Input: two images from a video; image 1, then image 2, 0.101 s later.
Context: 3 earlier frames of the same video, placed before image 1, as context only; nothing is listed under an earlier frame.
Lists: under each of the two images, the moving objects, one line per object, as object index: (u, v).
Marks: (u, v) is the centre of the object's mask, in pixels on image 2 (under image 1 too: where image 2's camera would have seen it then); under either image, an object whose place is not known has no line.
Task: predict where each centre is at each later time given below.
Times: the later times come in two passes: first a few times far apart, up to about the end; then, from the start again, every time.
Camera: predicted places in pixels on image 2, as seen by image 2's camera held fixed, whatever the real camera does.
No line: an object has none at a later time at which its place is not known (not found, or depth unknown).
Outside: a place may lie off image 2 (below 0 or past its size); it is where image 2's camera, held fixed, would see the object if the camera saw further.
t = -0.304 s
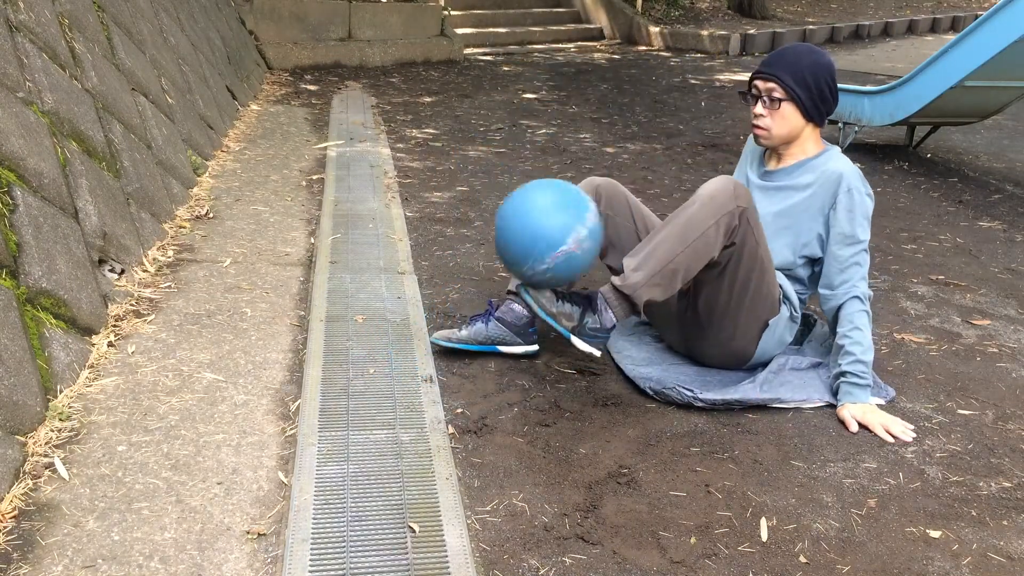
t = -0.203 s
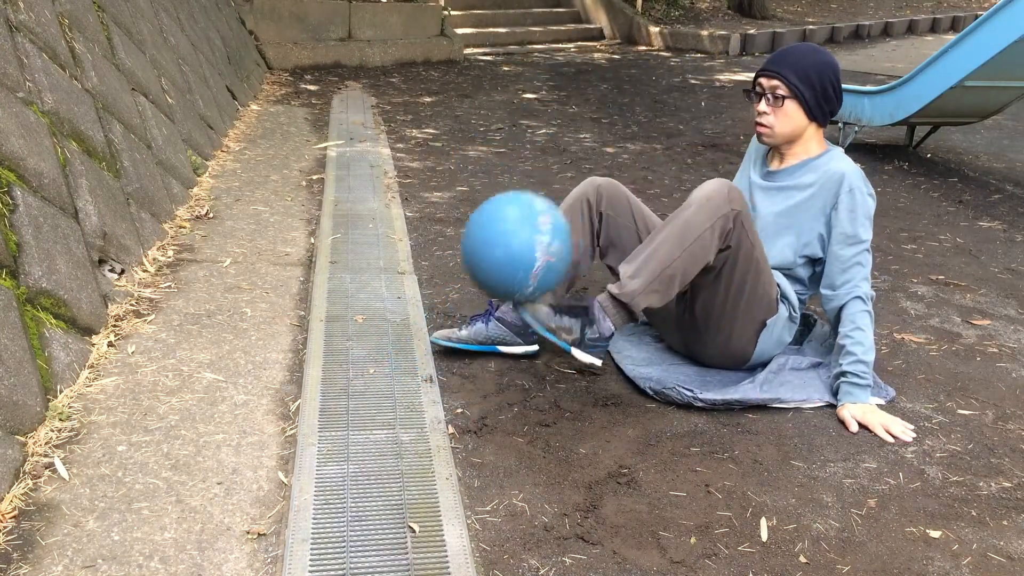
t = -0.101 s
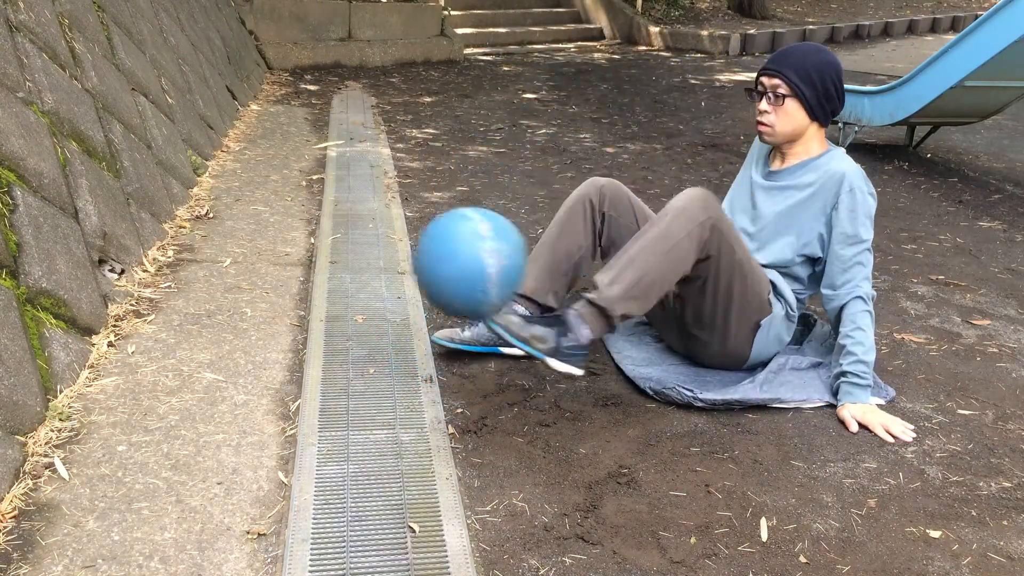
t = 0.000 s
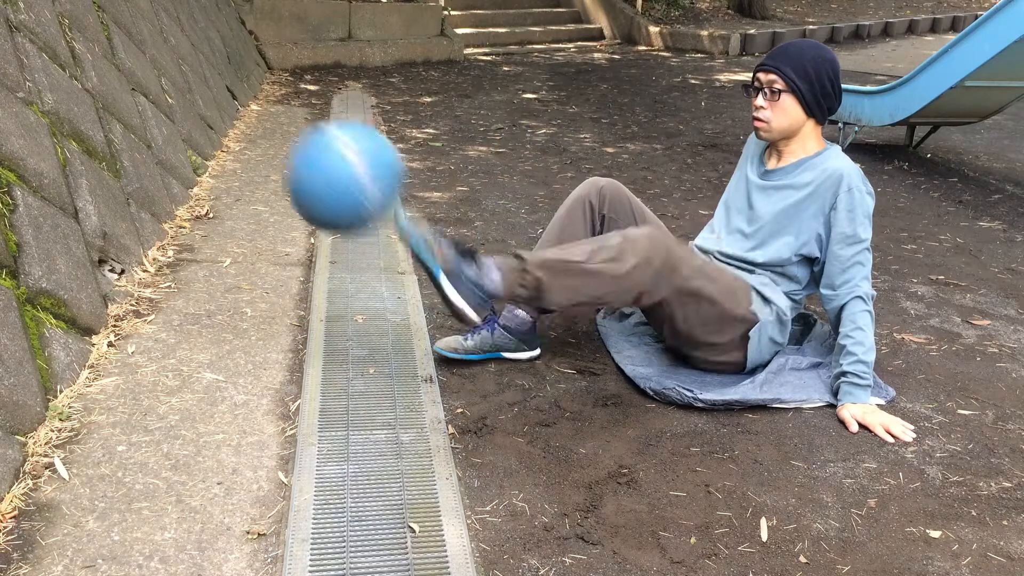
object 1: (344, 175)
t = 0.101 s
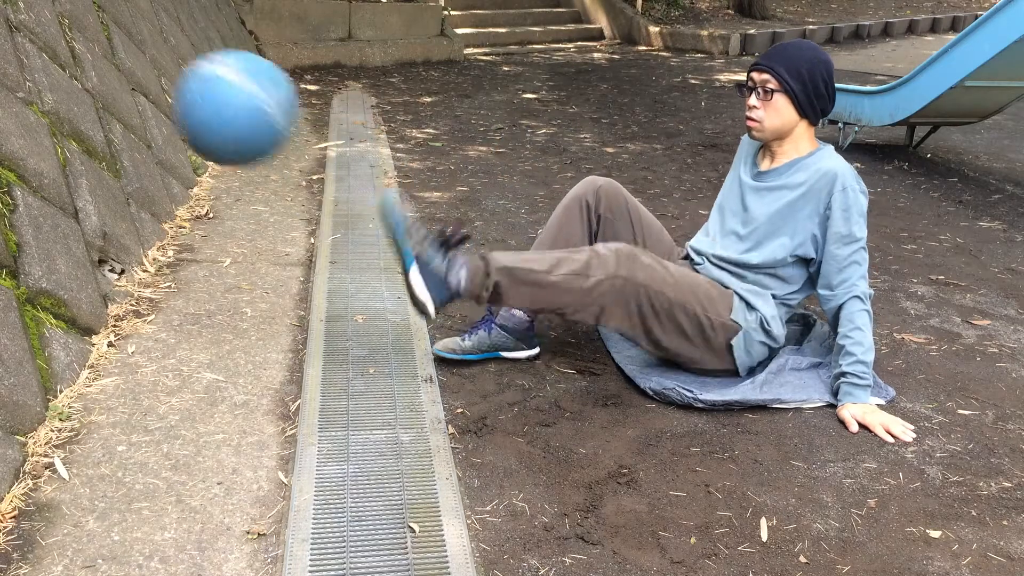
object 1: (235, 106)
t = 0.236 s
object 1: (97, 90)
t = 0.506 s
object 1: (139, 118)
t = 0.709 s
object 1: (323, 224)
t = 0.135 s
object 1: (200, 94)
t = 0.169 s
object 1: (164, 87)
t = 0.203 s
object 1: (131, 86)
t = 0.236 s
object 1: (97, 90)
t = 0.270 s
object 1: (65, 100)
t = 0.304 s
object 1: (43, 115)
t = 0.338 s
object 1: (29, 136)
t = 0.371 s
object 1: (29, 141)
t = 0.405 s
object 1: (46, 127)
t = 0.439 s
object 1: (72, 119)
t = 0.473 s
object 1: (105, 116)
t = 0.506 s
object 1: (139, 118)
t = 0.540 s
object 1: (172, 125)
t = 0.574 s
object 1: (203, 136)
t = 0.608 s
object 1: (236, 152)
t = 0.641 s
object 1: (267, 173)
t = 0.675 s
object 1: (296, 196)
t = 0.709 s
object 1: (323, 224)
